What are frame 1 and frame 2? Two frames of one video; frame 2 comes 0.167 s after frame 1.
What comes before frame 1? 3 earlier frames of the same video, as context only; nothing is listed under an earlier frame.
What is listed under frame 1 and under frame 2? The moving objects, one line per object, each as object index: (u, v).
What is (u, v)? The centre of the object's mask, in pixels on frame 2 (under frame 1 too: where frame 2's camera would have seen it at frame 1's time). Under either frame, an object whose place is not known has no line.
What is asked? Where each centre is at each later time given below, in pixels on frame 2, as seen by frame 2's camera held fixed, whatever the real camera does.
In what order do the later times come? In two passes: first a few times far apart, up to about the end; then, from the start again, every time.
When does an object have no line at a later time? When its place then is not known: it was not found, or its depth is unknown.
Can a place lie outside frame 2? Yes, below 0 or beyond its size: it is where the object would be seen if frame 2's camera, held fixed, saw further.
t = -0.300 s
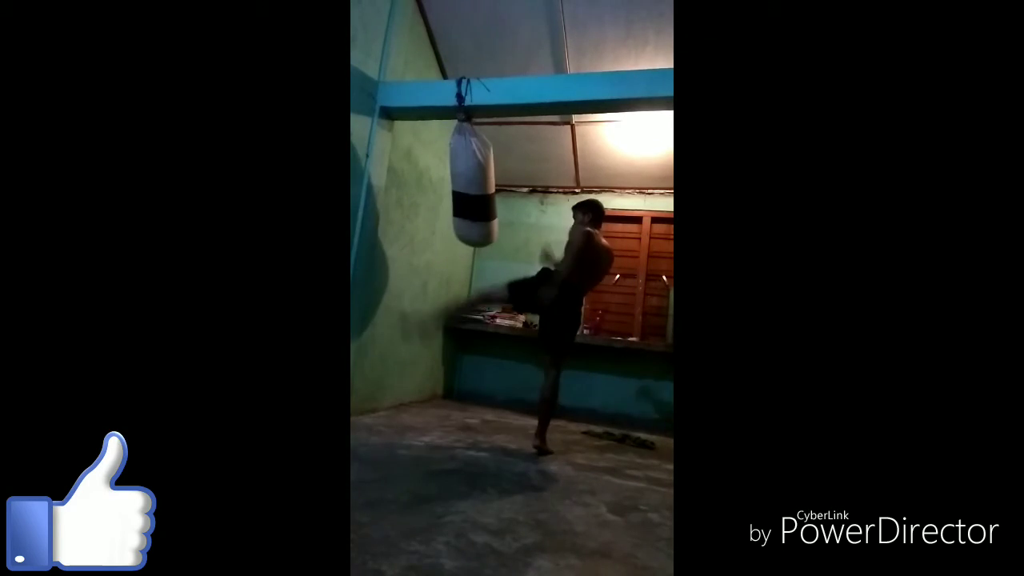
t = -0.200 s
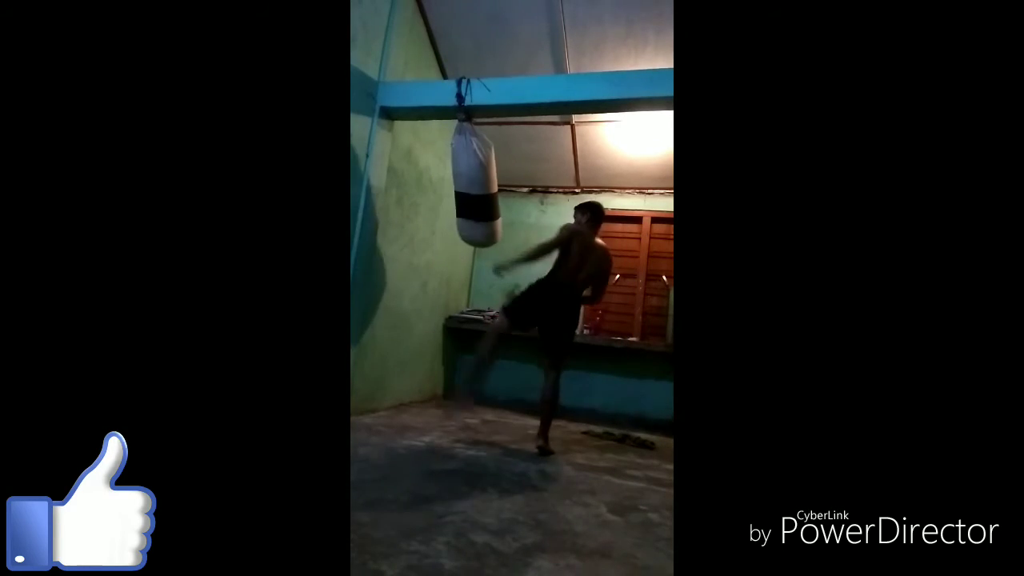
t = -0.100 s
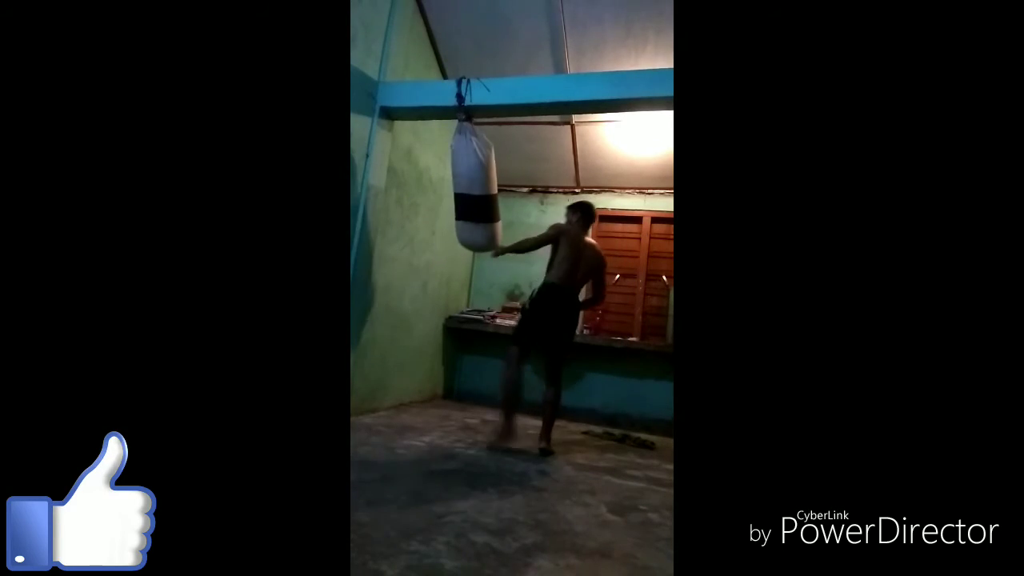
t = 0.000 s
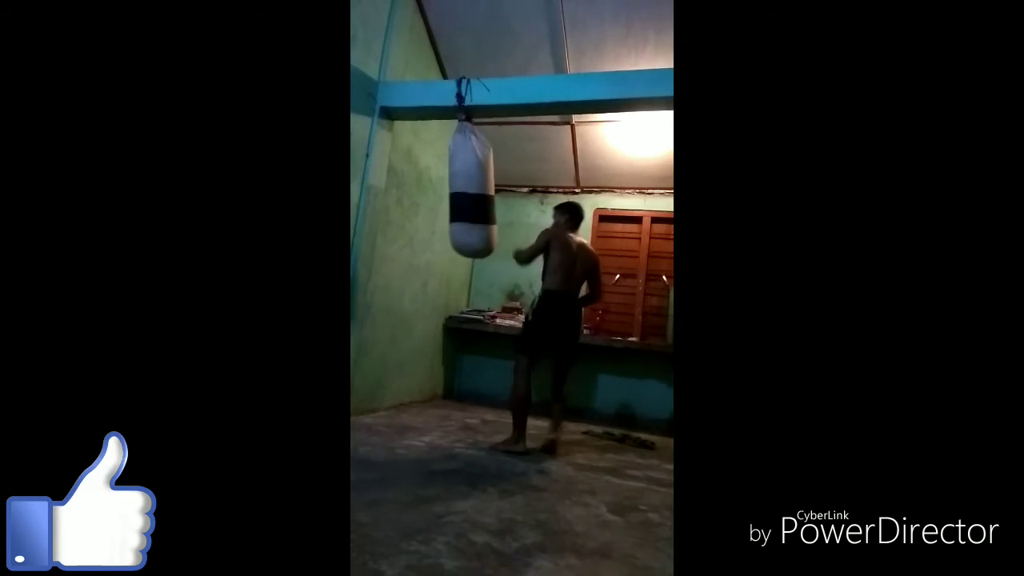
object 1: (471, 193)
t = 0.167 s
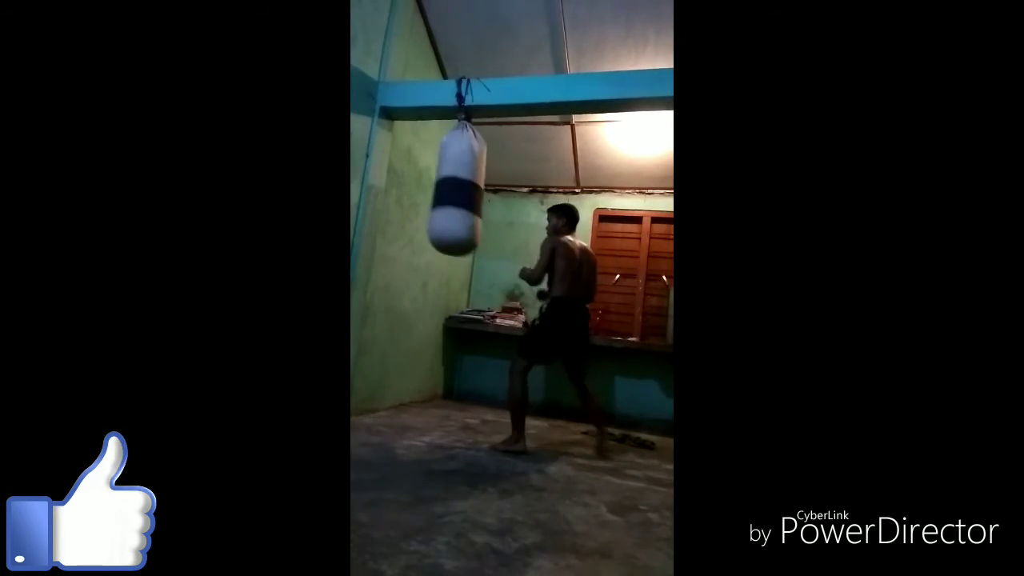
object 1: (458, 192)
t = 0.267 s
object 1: (449, 183)
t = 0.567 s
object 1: (431, 168)
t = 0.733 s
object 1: (435, 182)
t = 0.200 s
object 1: (455, 189)
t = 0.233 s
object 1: (452, 187)
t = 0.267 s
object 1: (449, 183)
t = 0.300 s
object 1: (445, 180)
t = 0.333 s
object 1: (442, 177)
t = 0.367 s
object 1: (440, 174)
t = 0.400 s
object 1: (437, 171)
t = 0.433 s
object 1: (435, 169)
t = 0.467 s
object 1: (433, 167)
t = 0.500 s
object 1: (432, 167)
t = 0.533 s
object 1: (431, 167)
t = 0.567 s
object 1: (431, 168)
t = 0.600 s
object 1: (430, 170)
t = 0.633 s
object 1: (431, 172)
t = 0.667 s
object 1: (432, 175)
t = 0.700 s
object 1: (433, 178)
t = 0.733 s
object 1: (435, 182)
